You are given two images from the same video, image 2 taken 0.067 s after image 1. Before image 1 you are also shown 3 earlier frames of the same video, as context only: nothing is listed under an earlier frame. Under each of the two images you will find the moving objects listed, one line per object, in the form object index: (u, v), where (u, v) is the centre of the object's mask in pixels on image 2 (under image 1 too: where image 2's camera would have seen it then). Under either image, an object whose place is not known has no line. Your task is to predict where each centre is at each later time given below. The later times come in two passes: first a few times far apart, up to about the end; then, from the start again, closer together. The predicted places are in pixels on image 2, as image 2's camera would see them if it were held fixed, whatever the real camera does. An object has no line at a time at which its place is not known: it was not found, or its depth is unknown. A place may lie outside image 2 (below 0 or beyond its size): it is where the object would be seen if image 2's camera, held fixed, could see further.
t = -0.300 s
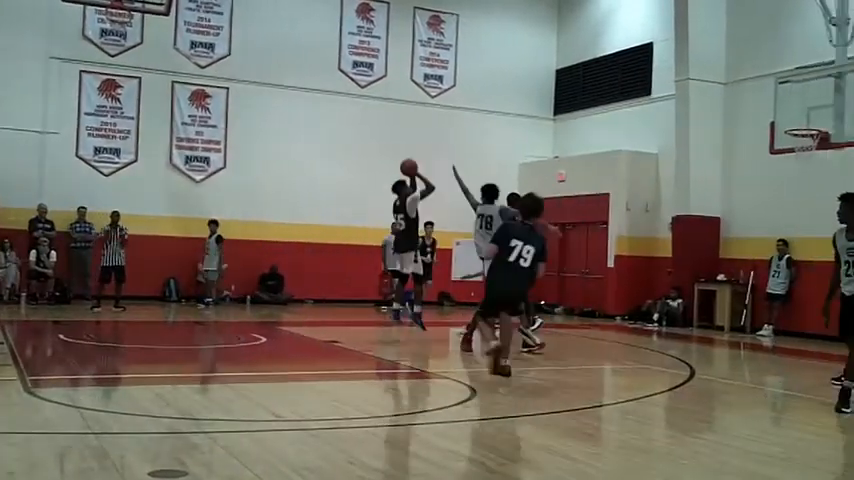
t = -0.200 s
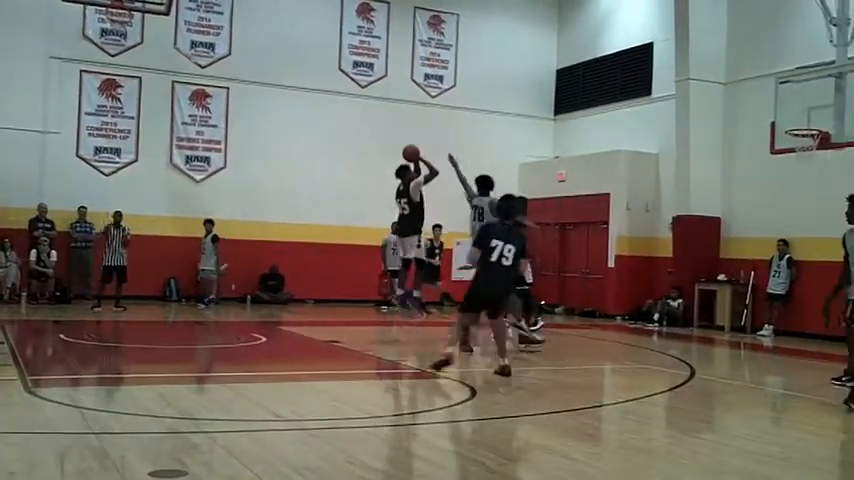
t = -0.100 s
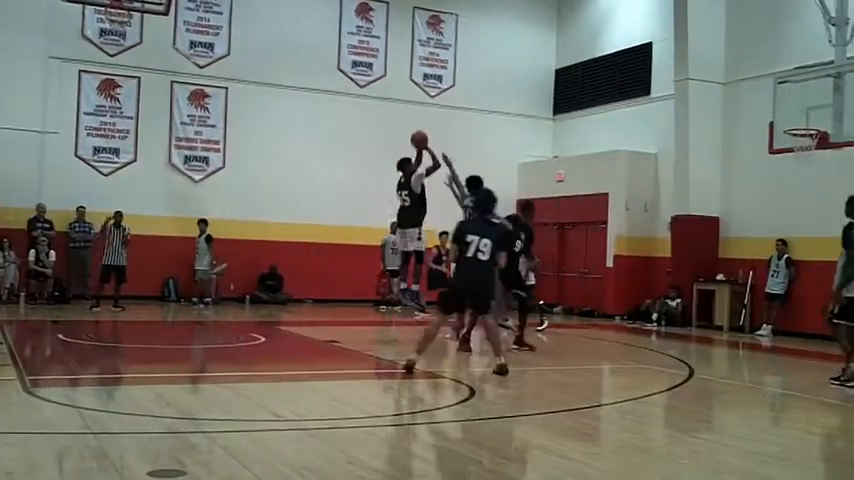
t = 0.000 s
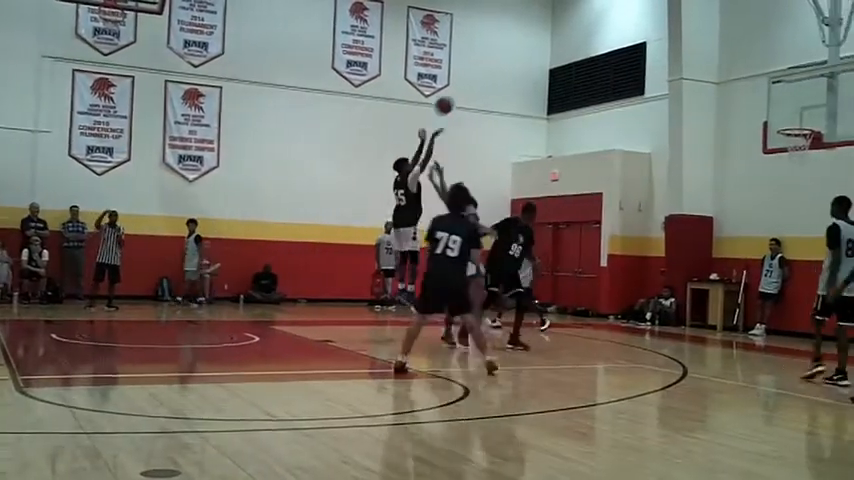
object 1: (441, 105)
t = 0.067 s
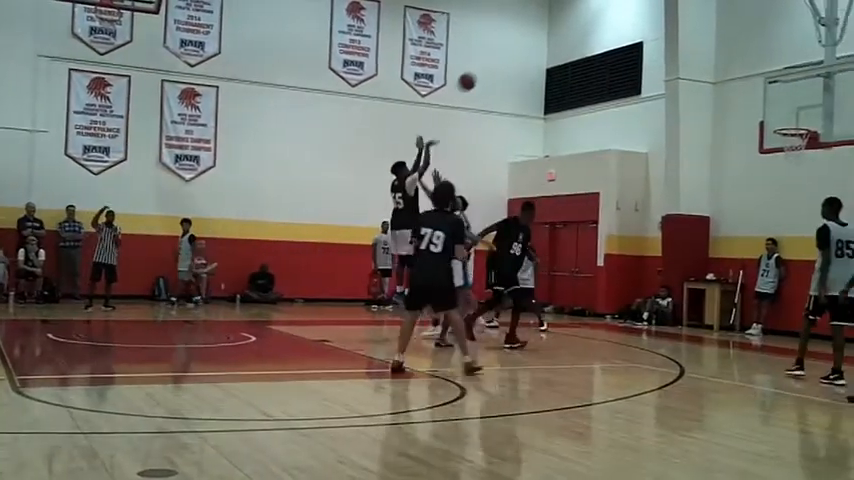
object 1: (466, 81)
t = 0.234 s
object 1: (530, 37)
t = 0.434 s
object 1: (603, 13)
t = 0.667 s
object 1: (686, 22)
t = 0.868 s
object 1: (752, 59)
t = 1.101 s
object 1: (790, 122)
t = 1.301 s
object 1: (802, 155)
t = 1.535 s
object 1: (813, 198)
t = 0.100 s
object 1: (479, 71)
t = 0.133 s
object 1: (492, 61)
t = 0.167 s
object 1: (505, 53)
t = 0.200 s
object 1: (517, 44)
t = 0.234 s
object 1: (530, 37)
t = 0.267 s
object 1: (543, 31)
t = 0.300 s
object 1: (555, 26)
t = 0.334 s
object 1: (568, 22)
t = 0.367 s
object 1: (579, 18)
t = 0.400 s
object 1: (592, 15)
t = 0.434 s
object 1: (603, 13)
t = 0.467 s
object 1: (616, 12)
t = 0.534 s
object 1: (640, 12)
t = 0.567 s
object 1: (651, 13)
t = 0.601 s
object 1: (662, 15)
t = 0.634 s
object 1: (674, 18)
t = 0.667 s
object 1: (686, 22)
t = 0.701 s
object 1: (697, 26)
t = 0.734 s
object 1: (708, 31)
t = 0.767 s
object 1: (719, 37)
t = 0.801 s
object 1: (730, 44)
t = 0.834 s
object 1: (741, 51)
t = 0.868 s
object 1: (752, 59)
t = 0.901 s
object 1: (762, 68)
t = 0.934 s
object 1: (774, 78)
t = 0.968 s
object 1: (784, 88)
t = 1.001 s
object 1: (795, 99)
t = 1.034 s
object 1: (799, 108)
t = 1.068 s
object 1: (795, 115)
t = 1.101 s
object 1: (790, 122)
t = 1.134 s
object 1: (786, 132)
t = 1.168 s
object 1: (788, 136)
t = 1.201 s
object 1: (793, 142)
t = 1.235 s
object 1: (797, 148)
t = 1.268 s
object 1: (800, 153)
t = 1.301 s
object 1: (802, 155)
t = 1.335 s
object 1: (803, 159)
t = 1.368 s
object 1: (805, 163)
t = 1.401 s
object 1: (806, 169)
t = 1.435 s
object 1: (808, 175)
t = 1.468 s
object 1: (810, 182)
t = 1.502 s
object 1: (811, 190)
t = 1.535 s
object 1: (813, 198)
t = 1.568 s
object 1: (814, 208)
